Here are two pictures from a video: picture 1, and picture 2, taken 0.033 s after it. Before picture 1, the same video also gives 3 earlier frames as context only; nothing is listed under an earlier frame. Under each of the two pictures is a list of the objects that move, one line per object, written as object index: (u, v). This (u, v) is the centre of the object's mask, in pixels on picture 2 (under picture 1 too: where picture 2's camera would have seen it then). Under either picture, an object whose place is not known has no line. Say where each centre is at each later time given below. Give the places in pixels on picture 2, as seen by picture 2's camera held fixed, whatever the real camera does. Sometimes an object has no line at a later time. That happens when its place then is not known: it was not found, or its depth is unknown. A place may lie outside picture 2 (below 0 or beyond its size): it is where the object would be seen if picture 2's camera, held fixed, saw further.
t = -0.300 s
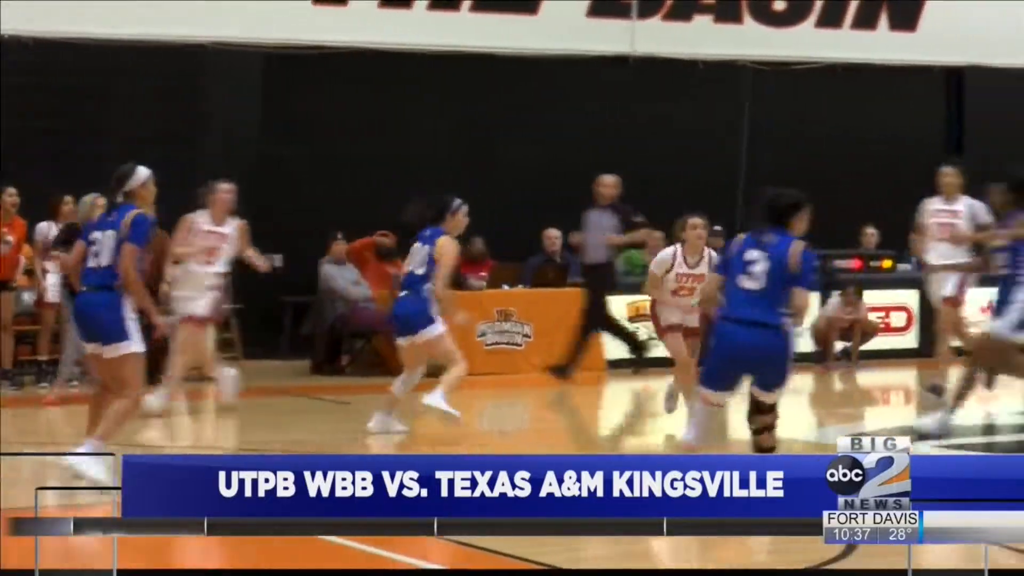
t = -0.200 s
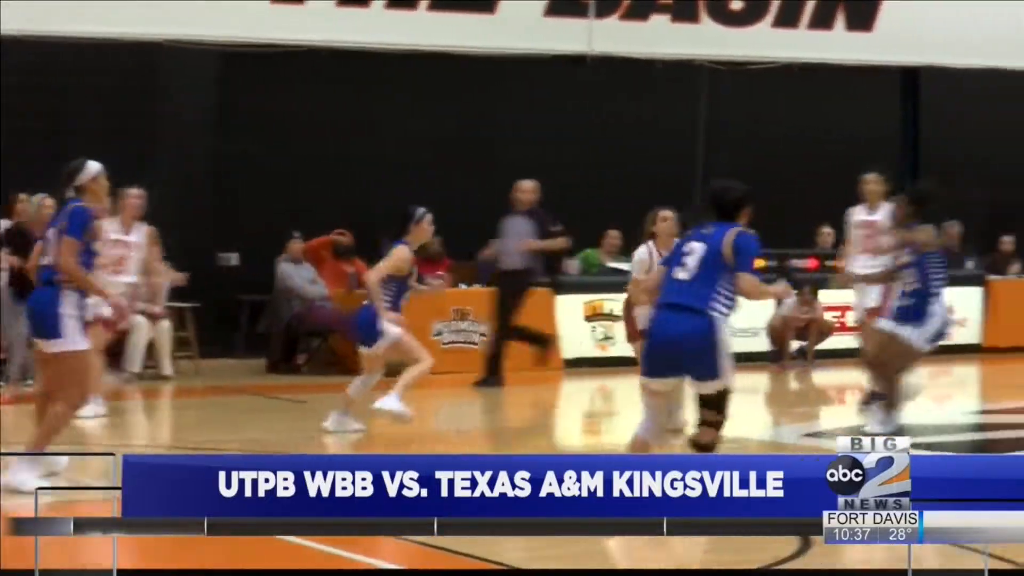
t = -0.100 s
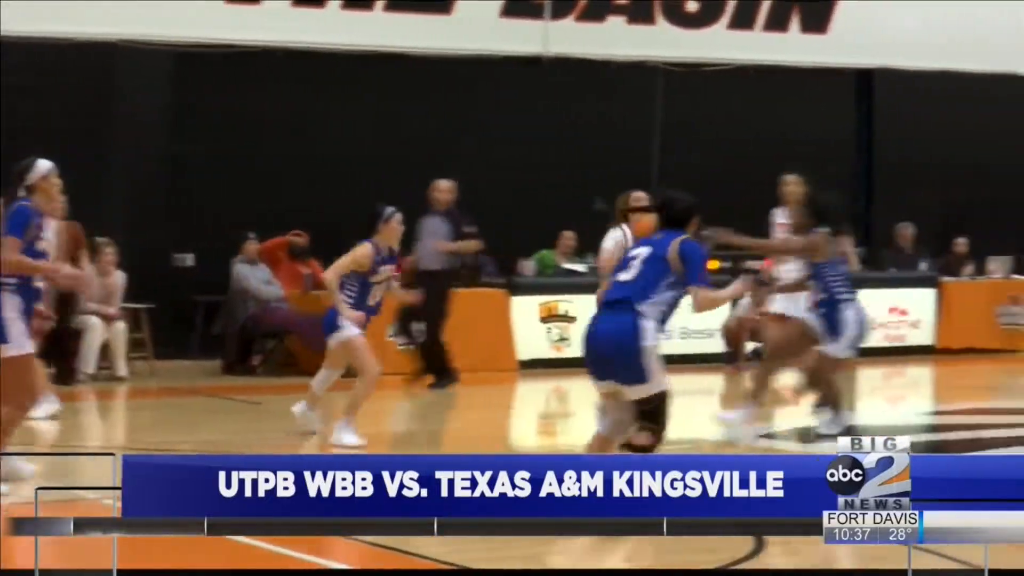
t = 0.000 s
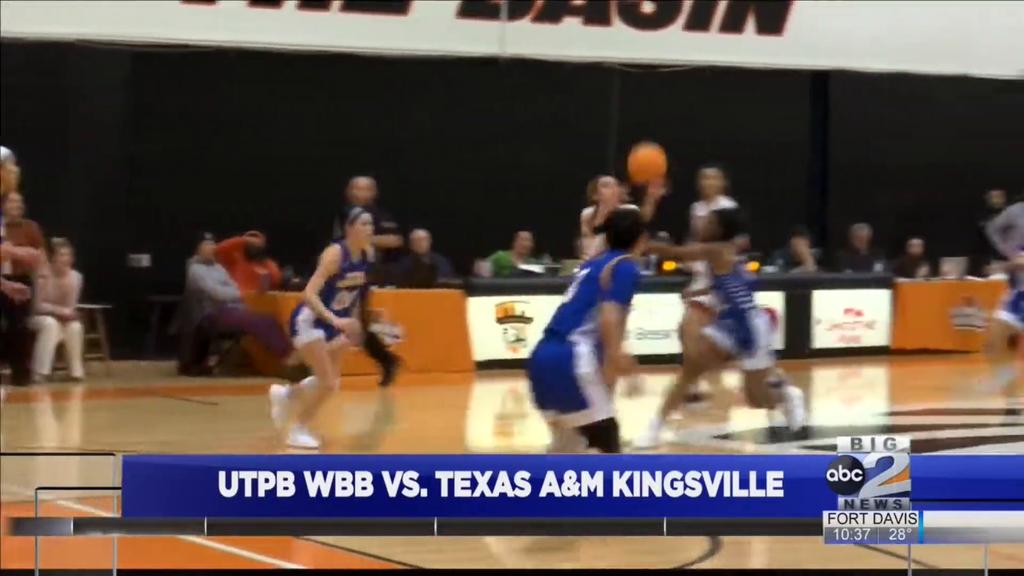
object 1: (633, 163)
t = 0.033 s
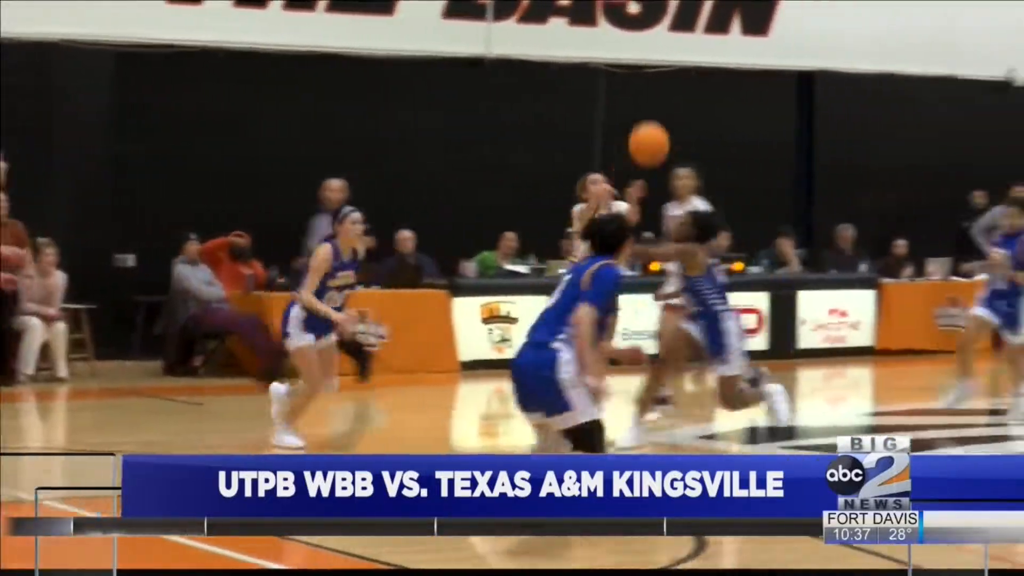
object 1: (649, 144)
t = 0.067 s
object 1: (665, 124)
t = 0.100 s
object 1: (681, 106)
